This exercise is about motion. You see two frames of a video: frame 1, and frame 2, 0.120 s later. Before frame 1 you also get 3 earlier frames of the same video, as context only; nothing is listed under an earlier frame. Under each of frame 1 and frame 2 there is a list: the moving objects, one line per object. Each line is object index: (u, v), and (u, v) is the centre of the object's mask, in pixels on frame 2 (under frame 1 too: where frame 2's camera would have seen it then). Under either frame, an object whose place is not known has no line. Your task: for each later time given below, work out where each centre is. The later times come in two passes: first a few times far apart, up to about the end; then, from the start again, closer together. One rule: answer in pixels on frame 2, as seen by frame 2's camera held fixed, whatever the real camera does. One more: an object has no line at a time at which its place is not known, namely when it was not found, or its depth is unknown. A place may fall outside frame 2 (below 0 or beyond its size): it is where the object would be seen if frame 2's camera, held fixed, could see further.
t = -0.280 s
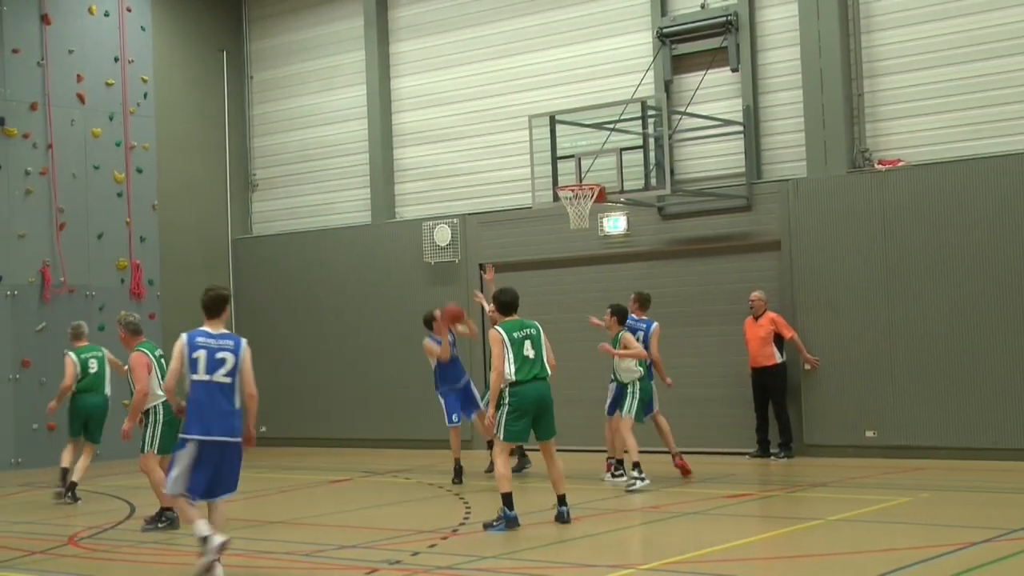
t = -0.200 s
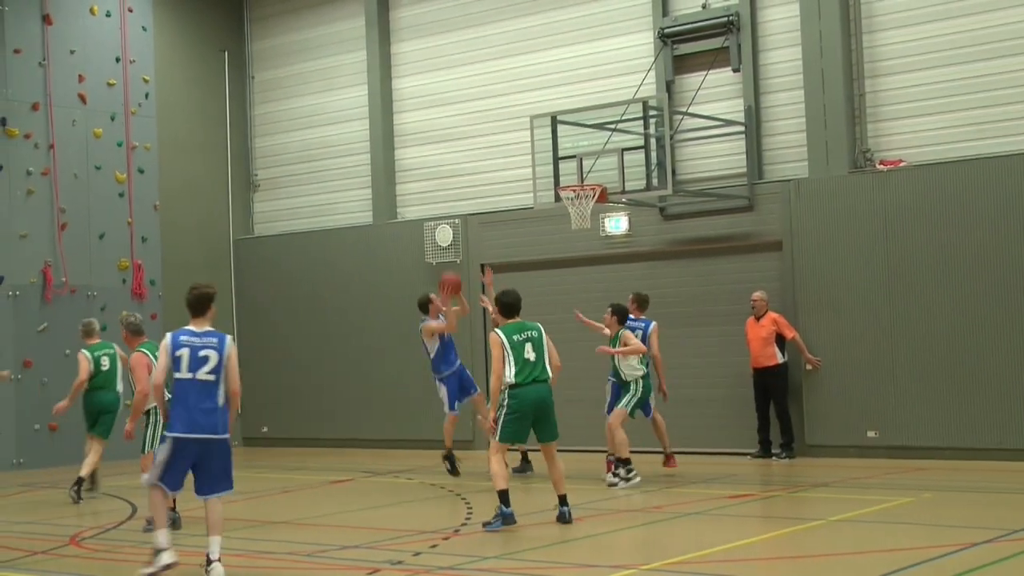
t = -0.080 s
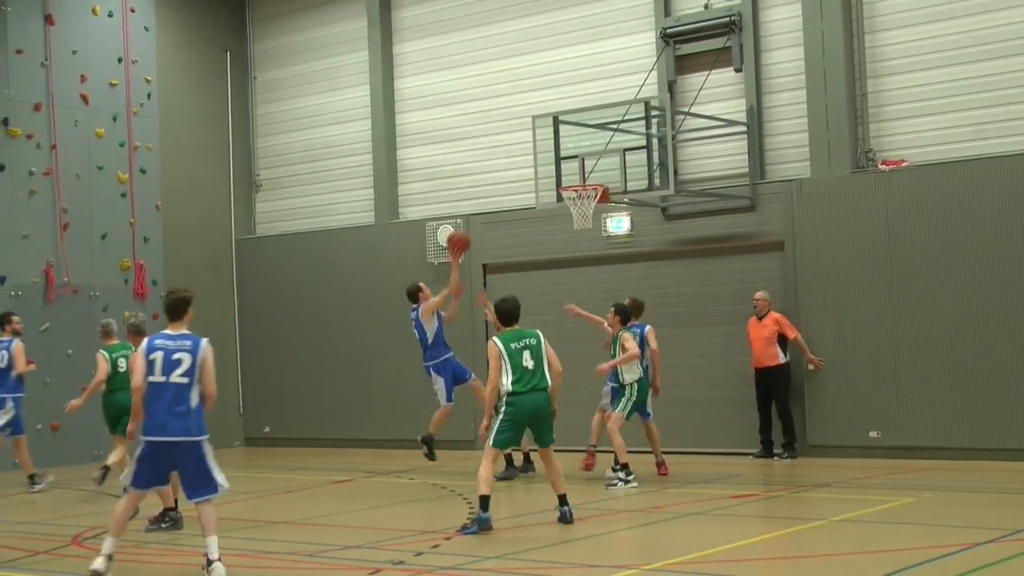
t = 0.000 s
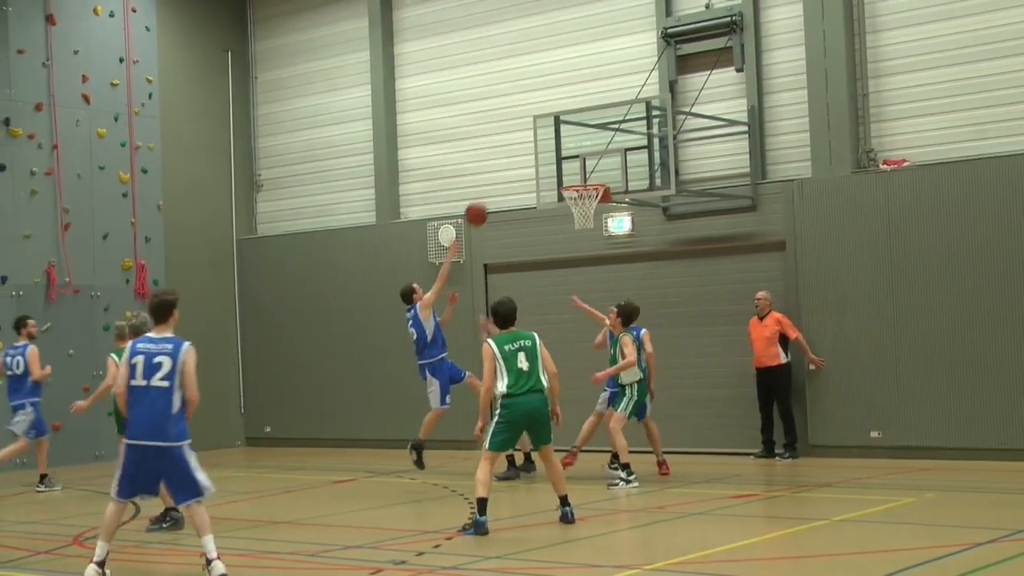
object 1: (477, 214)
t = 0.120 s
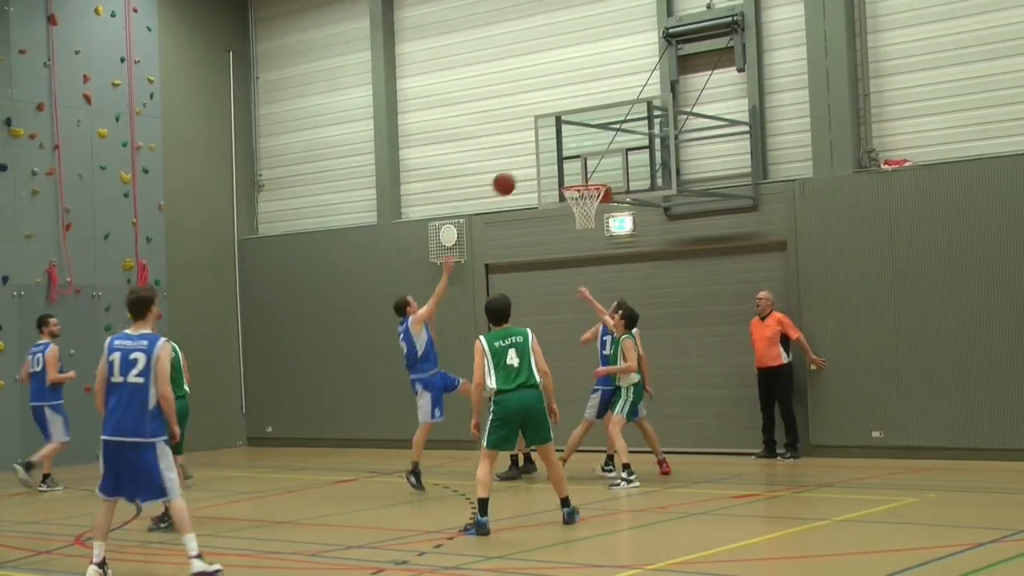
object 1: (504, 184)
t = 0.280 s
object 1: (539, 165)
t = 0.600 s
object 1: (589, 169)
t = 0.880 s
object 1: (598, 180)
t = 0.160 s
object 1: (513, 177)
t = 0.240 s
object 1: (530, 168)
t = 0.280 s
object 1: (539, 165)
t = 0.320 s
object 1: (547, 165)
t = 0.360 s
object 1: (556, 165)
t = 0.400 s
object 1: (564, 167)
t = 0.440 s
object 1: (573, 171)
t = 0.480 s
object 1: (581, 175)
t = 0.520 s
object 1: (587, 177)
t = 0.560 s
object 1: (588, 174)
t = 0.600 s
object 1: (589, 169)
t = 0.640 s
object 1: (590, 166)
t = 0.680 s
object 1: (592, 165)
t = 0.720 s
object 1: (593, 165)
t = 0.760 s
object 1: (594, 166)
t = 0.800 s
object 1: (596, 169)
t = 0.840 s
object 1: (597, 174)
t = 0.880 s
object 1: (598, 180)
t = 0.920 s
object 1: (600, 188)
